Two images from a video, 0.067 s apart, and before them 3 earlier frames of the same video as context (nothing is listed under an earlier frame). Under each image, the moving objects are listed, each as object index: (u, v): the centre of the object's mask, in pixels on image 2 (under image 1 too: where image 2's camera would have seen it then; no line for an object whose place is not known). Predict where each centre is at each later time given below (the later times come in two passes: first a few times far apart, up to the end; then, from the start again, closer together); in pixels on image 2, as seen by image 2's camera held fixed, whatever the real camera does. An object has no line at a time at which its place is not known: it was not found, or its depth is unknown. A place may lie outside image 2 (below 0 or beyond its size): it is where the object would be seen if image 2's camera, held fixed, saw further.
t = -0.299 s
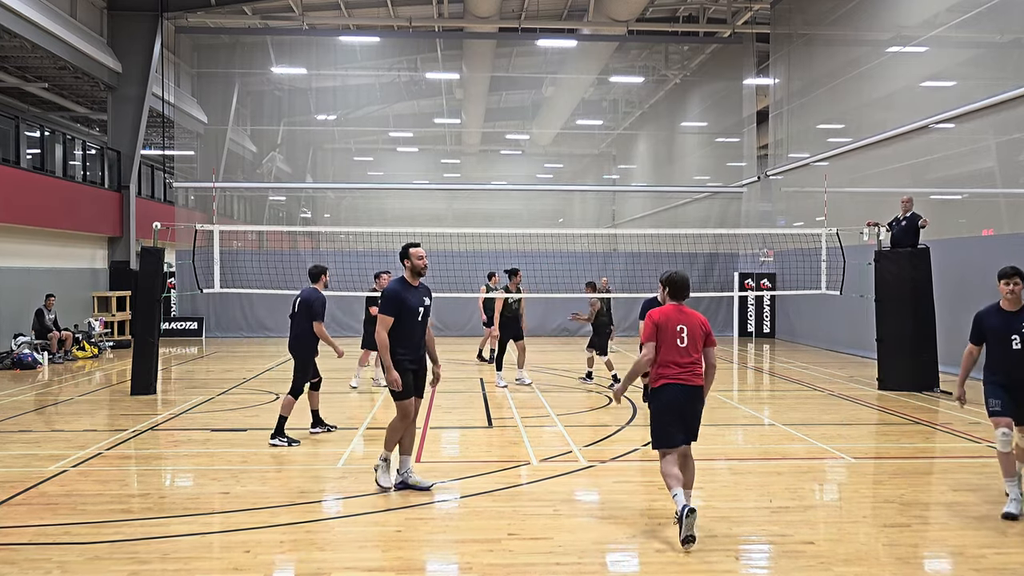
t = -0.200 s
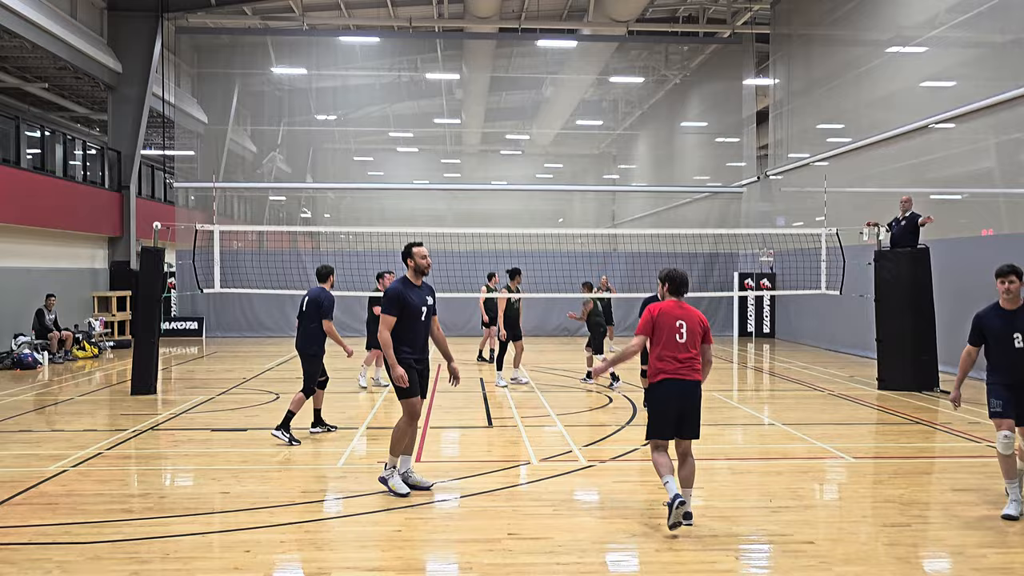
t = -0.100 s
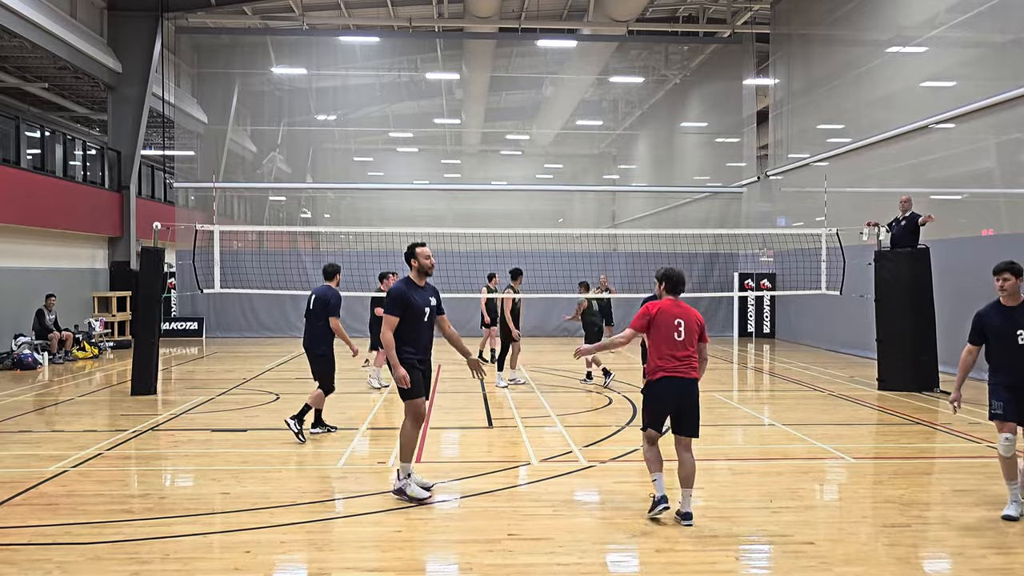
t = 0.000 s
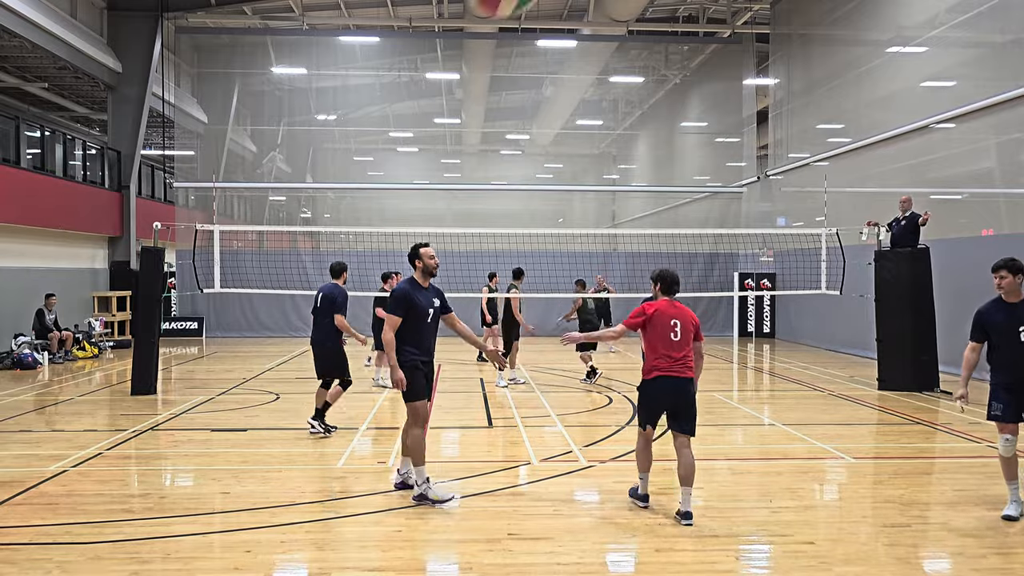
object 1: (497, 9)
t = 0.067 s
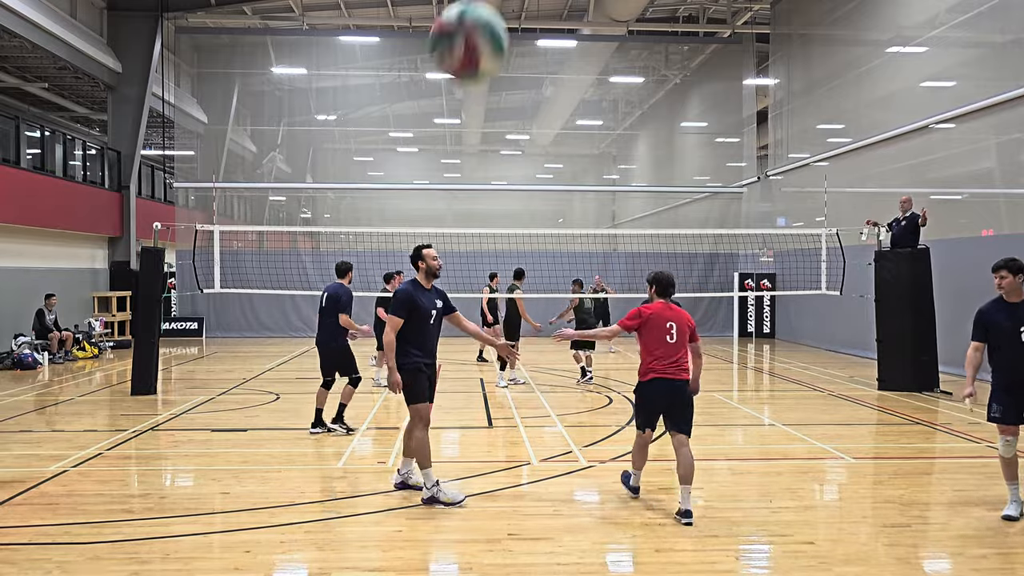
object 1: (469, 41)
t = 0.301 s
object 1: (398, 281)
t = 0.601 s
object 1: (355, 558)
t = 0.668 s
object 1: (351, 529)
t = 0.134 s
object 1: (442, 114)
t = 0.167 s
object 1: (431, 147)
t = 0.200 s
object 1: (421, 182)
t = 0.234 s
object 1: (411, 214)
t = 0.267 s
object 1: (404, 248)
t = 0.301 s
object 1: (398, 281)
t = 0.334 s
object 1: (390, 313)
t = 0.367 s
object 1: (384, 345)
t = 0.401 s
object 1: (379, 374)
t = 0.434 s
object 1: (374, 405)
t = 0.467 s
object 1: (369, 438)
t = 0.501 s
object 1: (365, 467)
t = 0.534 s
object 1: (361, 497)
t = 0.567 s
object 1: (358, 528)
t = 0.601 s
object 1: (355, 558)
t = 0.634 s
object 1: (353, 560)
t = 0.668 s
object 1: (351, 529)
